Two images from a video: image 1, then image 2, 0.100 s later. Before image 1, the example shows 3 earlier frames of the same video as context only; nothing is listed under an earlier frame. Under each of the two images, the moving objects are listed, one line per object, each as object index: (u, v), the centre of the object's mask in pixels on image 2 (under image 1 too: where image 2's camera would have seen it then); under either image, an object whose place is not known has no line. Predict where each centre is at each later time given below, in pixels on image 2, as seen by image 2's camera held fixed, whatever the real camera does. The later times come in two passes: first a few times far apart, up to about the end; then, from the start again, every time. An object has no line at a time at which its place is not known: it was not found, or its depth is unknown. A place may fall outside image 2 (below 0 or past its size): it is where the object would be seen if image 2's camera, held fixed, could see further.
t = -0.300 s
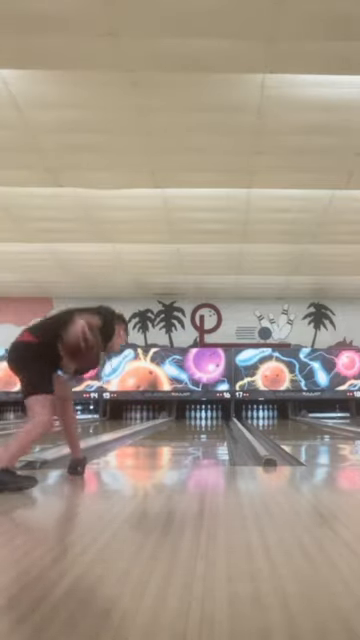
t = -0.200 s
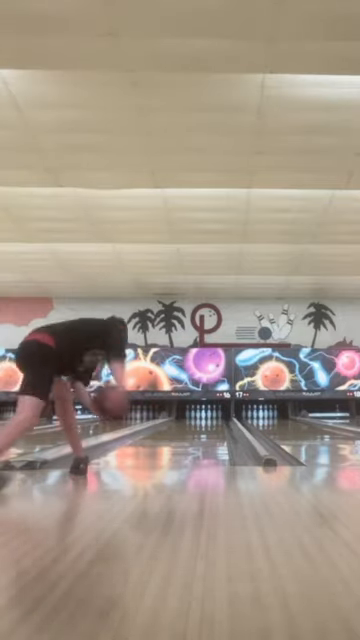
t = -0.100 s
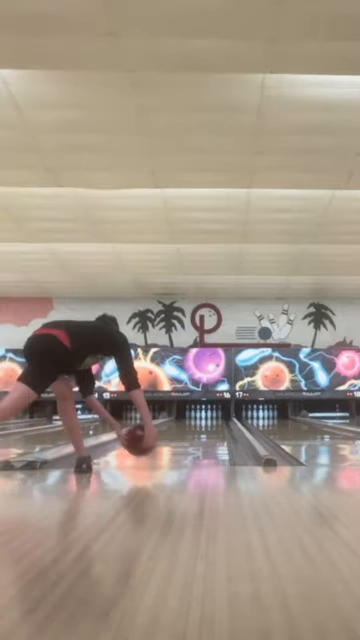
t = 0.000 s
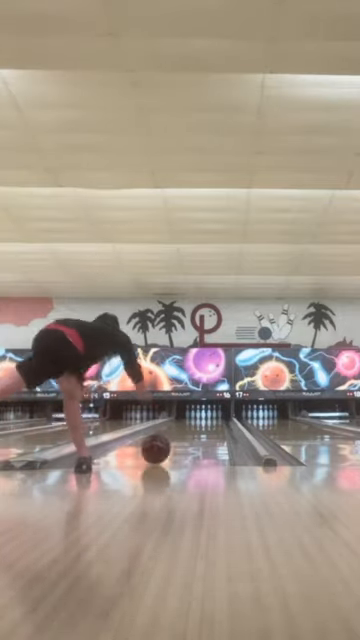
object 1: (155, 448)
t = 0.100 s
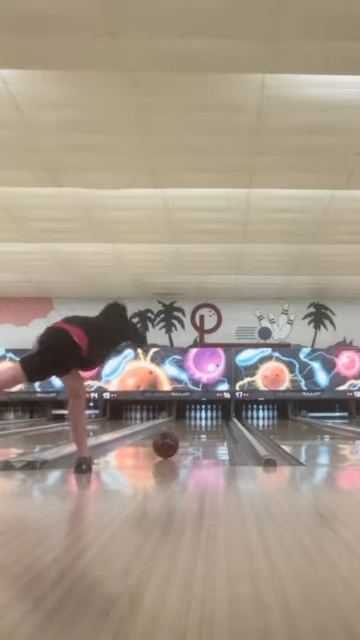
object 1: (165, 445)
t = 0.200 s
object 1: (174, 441)
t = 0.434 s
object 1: (186, 434)
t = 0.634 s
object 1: (195, 430)
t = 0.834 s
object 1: (201, 427)
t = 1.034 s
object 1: (205, 424)
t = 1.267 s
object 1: (209, 422)
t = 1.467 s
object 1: (210, 421)
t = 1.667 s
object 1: (213, 420)
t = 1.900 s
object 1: (213, 418)
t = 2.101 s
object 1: (214, 417)
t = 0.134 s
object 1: (168, 443)
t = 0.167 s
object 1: (171, 442)
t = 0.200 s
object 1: (174, 441)
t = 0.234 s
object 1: (176, 440)
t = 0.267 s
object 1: (178, 438)
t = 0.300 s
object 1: (180, 438)
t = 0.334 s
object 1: (181, 437)
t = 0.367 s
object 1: (183, 436)
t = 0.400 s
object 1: (184, 435)
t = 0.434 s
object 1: (186, 434)
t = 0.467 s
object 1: (187, 434)
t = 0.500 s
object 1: (190, 433)
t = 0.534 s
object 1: (191, 432)
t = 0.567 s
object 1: (193, 431)
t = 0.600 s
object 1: (194, 430)
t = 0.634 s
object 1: (195, 430)
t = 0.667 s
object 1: (196, 430)
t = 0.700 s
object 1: (197, 429)
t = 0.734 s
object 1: (198, 429)
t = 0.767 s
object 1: (199, 428)
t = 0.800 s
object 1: (200, 427)
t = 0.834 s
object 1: (201, 427)
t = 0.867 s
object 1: (202, 426)
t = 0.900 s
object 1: (202, 426)
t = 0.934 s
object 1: (203, 425)
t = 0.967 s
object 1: (204, 424)
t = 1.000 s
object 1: (204, 424)
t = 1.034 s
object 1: (205, 424)
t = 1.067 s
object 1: (205, 424)
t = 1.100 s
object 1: (205, 424)
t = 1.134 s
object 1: (206, 424)
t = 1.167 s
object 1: (207, 423)
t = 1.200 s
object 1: (208, 423)
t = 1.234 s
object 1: (208, 423)
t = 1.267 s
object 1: (209, 422)
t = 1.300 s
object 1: (210, 422)
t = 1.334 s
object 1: (210, 422)
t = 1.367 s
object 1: (210, 421)
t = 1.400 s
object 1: (210, 421)
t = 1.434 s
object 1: (210, 421)
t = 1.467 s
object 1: (210, 421)
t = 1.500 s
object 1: (210, 421)
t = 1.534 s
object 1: (210, 420)
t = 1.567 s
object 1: (211, 420)
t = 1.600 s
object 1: (212, 420)
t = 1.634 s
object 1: (212, 420)
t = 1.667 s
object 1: (213, 420)
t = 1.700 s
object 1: (212, 419)
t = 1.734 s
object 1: (213, 419)
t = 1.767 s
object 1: (213, 418)
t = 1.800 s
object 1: (213, 418)
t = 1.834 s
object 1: (213, 418)
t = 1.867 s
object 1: (213, 418)
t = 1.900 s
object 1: (213, 418)
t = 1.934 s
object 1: (213, 418)
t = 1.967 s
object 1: (213, 418)
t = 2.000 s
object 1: (213, 418)
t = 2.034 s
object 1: (214, 417)
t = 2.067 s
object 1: (214, 417)
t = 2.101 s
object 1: (214, 417)
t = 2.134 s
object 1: (214, 417)
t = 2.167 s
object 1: (214, 417)
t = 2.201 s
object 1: (213, 416)
